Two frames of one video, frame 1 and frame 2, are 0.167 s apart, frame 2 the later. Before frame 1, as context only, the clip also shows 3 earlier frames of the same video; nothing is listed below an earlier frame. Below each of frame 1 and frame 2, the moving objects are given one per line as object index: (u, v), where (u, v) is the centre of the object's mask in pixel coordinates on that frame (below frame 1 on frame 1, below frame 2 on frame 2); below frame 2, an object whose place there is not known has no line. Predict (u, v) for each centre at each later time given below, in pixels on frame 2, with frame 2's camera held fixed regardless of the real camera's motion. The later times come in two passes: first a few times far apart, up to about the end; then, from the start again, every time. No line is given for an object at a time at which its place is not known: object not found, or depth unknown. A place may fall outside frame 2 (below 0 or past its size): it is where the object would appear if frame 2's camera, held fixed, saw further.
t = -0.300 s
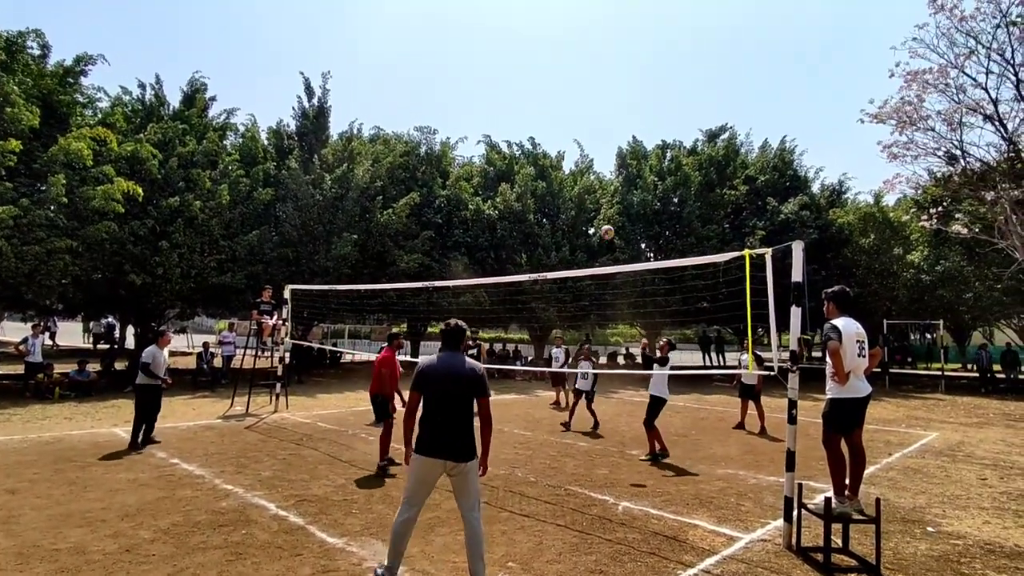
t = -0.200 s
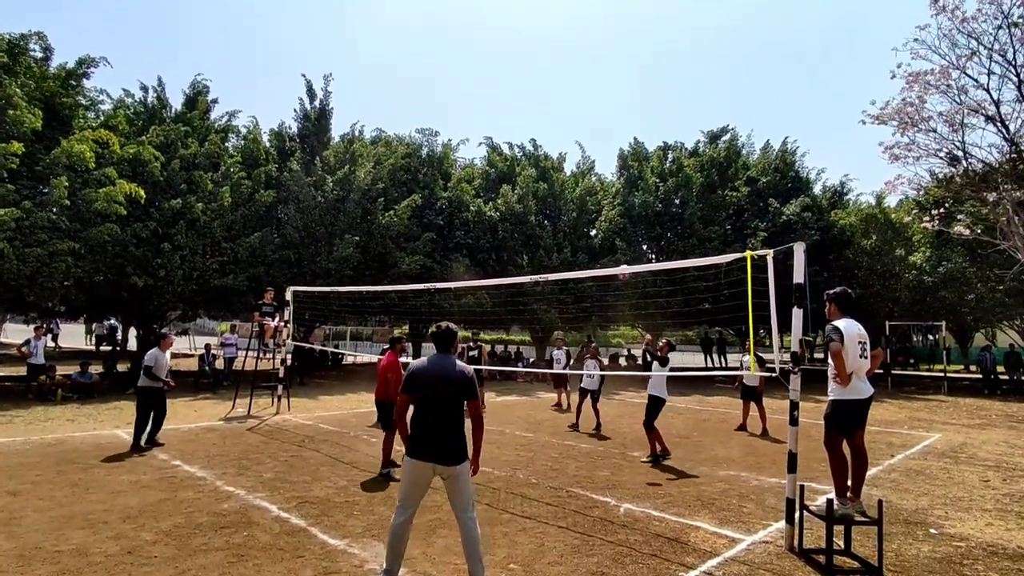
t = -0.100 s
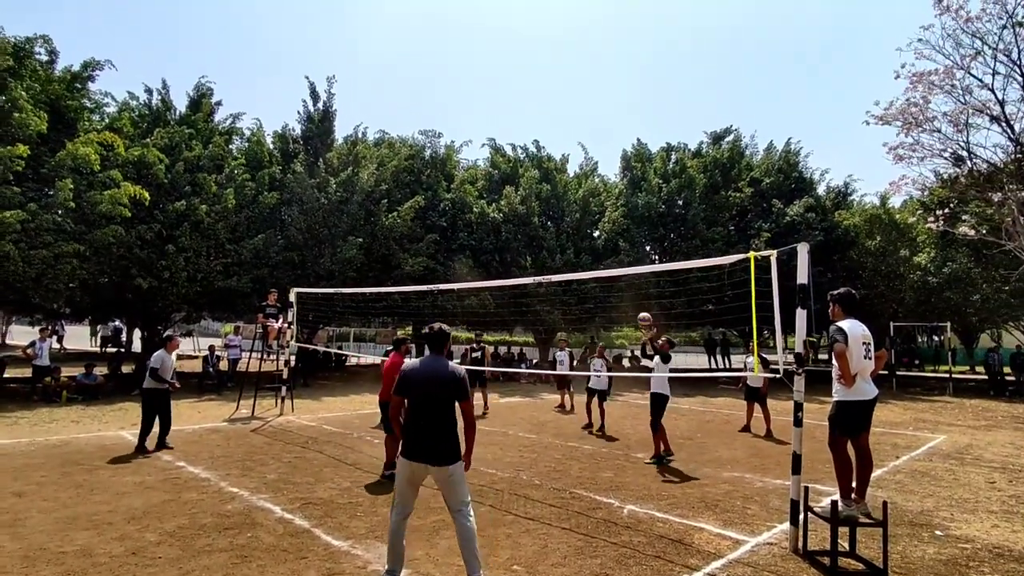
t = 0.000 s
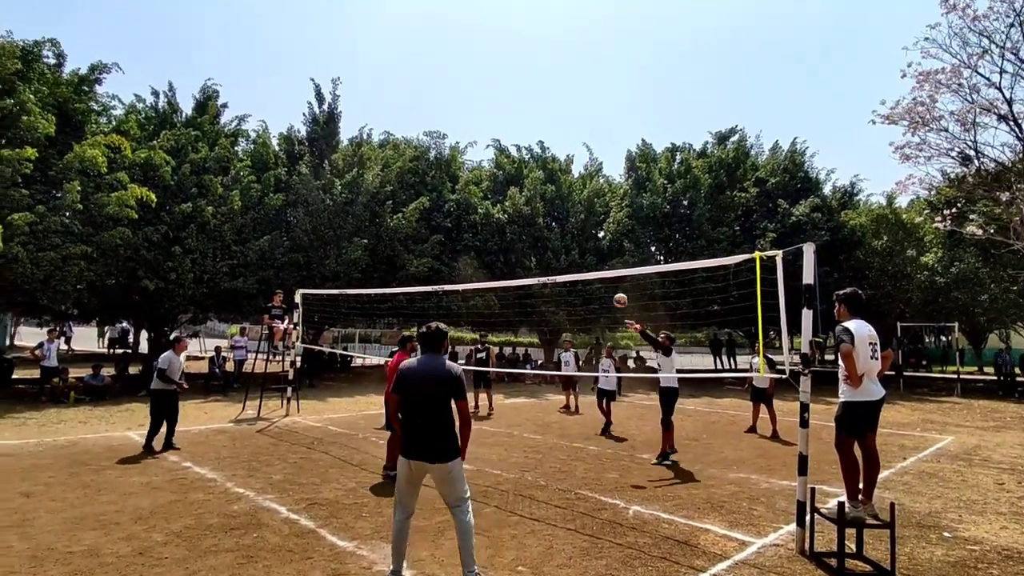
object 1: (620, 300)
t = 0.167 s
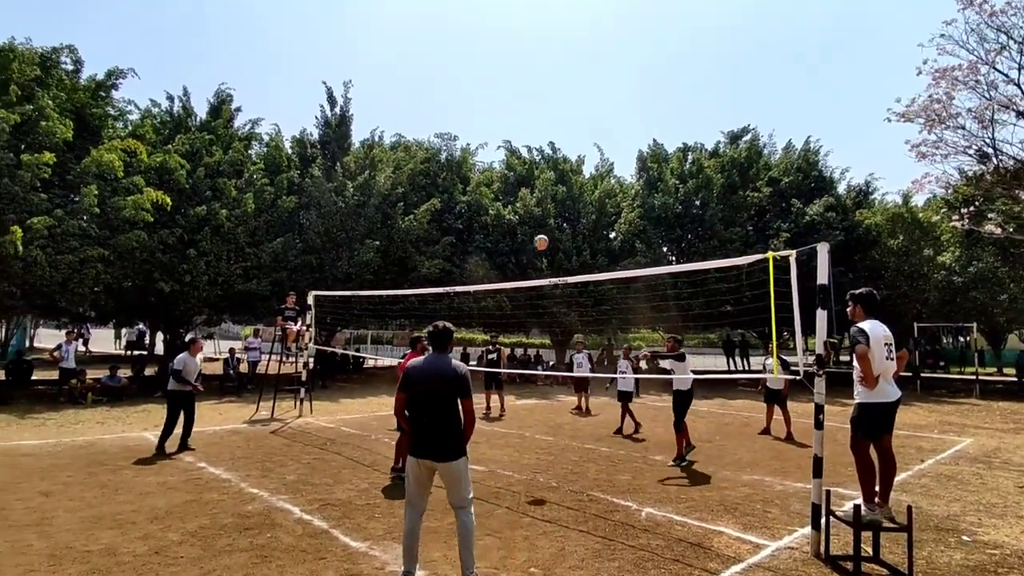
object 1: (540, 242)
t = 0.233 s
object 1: (503, 224)
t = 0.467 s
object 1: (374, 184)
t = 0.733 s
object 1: (220, 187)
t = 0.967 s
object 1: (78, 234)
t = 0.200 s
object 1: (522, 233)
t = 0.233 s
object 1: (503, 224)
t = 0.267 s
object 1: (485, 216)
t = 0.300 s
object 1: (467, 208)
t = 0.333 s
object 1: (449, 202)
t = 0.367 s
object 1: (430, 196)
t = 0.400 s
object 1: (412, 192)
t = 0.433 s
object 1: (392, 187)
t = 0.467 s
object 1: (374, 184)
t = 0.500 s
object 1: (355, 181)
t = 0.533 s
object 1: (336, 180)
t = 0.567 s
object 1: (317, 178)
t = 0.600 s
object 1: (298, 178)
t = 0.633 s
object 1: (278, 179)
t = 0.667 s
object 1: (259, 181)
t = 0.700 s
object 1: (240, 184)
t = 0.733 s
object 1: (220, 187)
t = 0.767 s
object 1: (200, 191)
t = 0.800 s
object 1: (180, 196)
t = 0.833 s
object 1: (161, 202)
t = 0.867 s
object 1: (140, 209)
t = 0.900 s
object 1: (120, 216)
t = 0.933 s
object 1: (99, 225)
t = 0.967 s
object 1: (78, 234)
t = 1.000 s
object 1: (57, 244)
